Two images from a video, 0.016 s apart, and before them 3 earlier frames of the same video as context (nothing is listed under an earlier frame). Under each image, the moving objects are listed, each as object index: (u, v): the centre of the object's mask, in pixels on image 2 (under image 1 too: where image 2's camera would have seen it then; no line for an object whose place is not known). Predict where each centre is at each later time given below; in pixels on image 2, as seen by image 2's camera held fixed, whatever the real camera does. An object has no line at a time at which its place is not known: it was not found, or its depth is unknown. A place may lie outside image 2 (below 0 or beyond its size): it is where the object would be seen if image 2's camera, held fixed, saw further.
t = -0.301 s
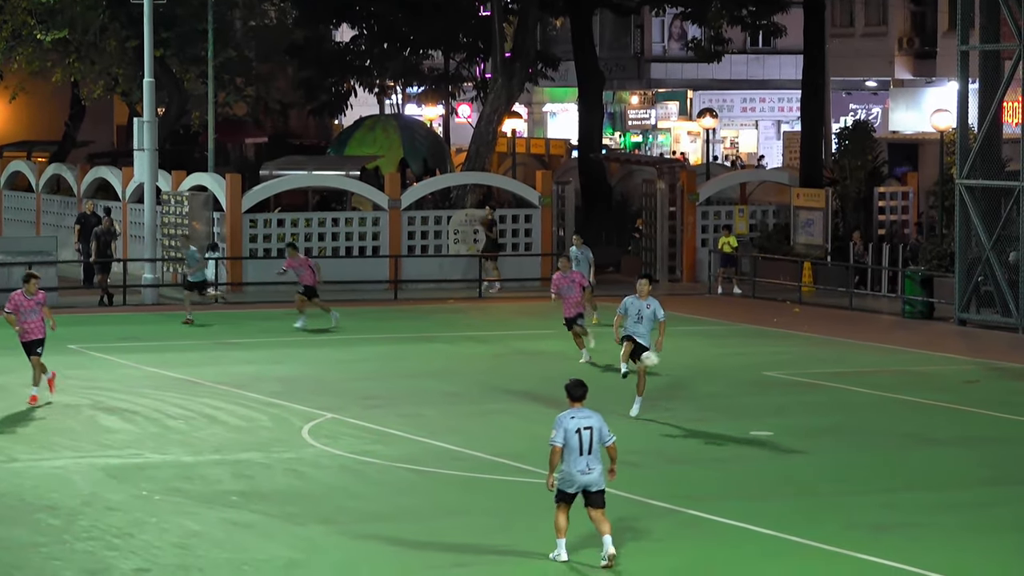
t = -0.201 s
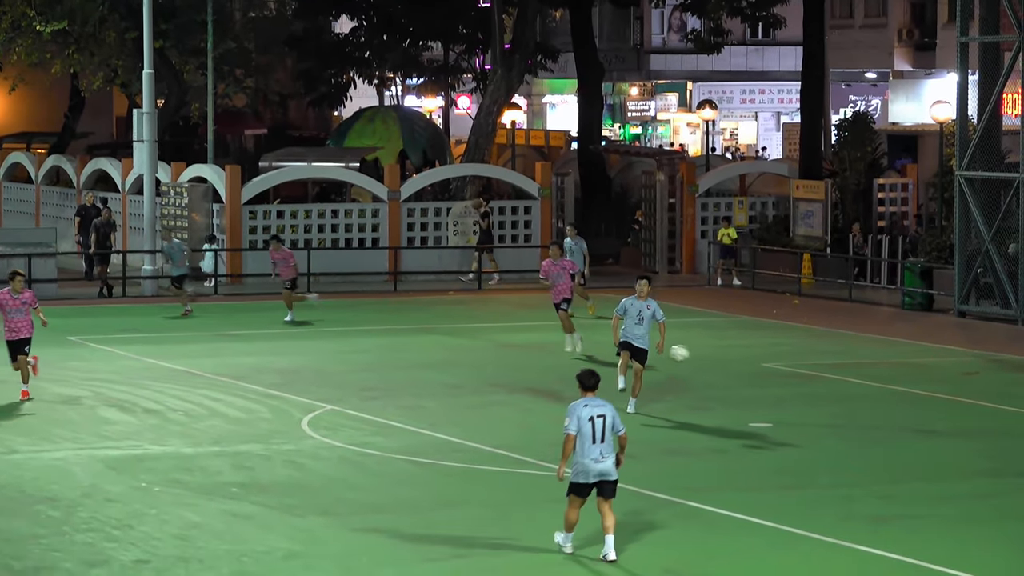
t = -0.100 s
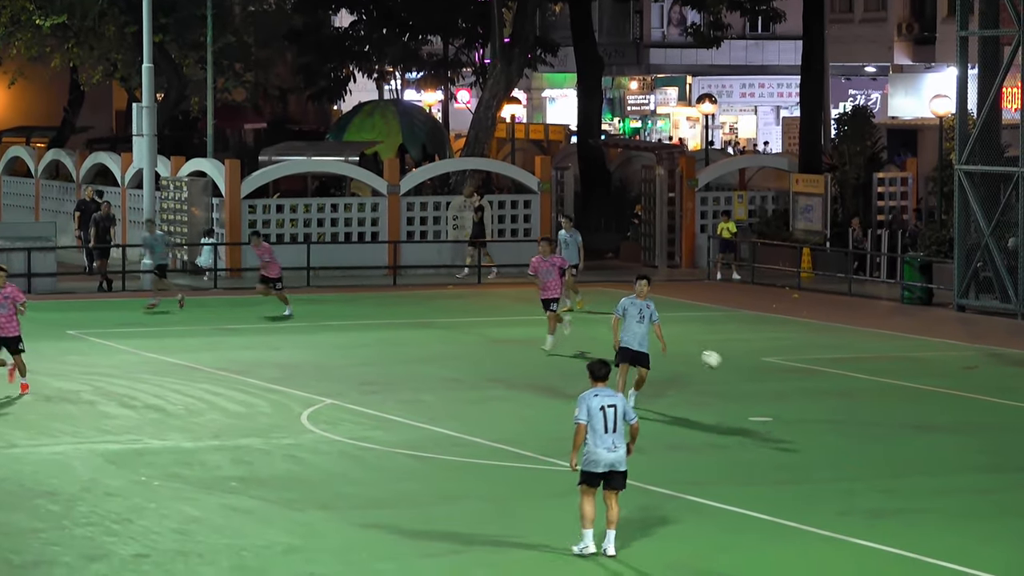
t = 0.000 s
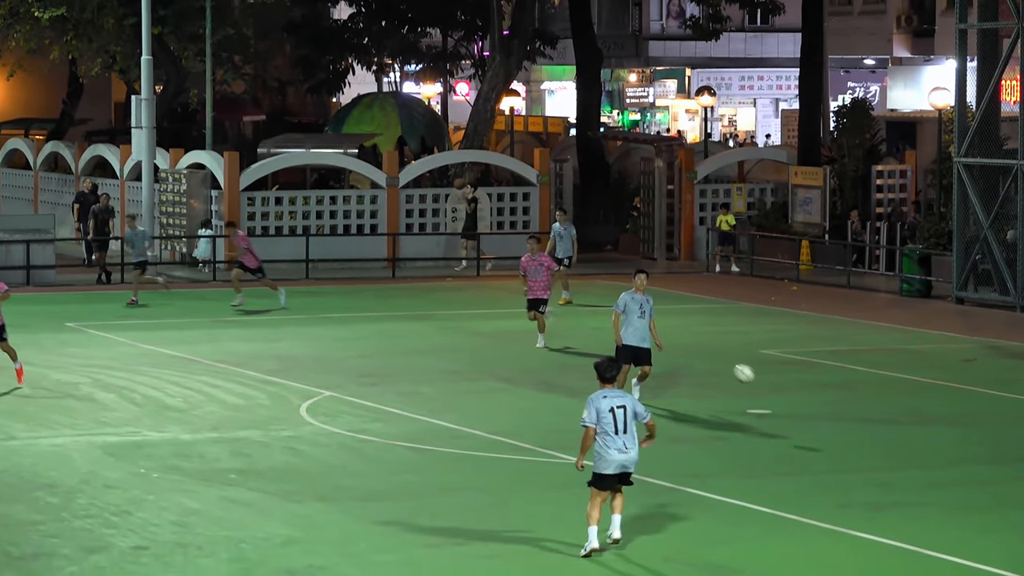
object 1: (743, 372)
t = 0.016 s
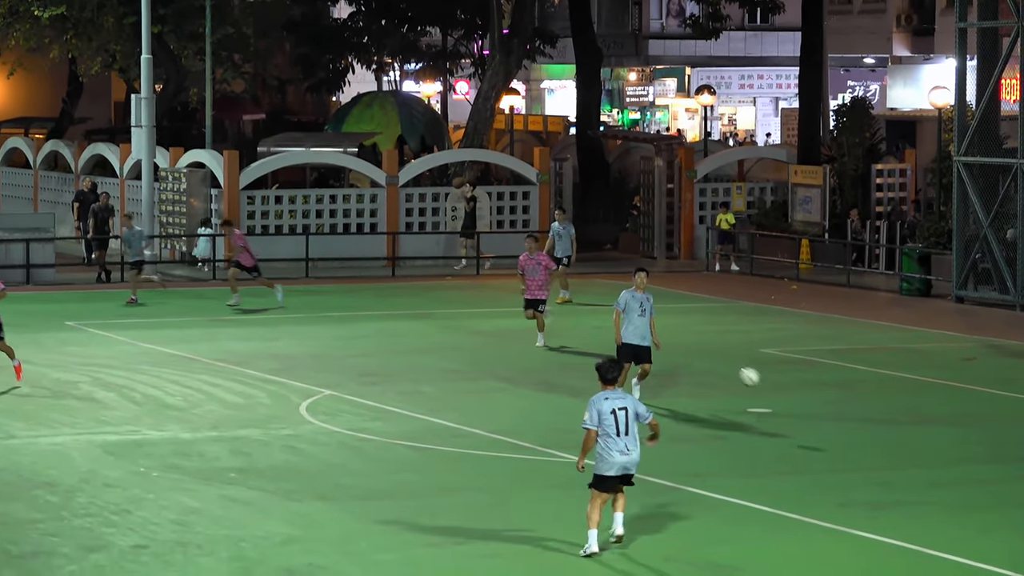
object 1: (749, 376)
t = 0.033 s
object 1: (755, 382)
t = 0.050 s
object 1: (761, 386)
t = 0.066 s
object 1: (767, 392)
